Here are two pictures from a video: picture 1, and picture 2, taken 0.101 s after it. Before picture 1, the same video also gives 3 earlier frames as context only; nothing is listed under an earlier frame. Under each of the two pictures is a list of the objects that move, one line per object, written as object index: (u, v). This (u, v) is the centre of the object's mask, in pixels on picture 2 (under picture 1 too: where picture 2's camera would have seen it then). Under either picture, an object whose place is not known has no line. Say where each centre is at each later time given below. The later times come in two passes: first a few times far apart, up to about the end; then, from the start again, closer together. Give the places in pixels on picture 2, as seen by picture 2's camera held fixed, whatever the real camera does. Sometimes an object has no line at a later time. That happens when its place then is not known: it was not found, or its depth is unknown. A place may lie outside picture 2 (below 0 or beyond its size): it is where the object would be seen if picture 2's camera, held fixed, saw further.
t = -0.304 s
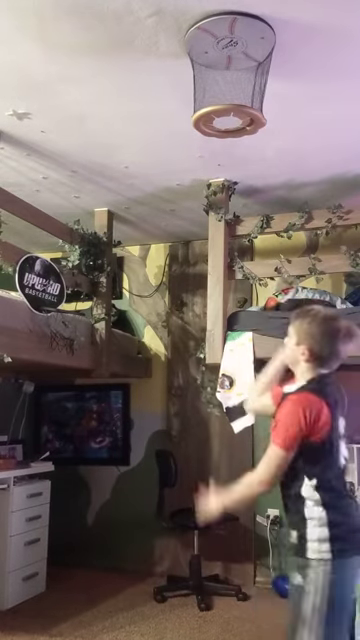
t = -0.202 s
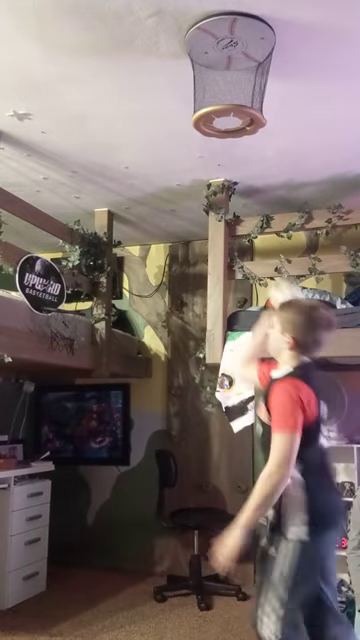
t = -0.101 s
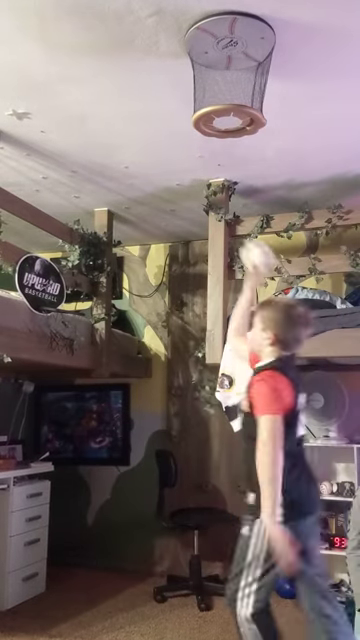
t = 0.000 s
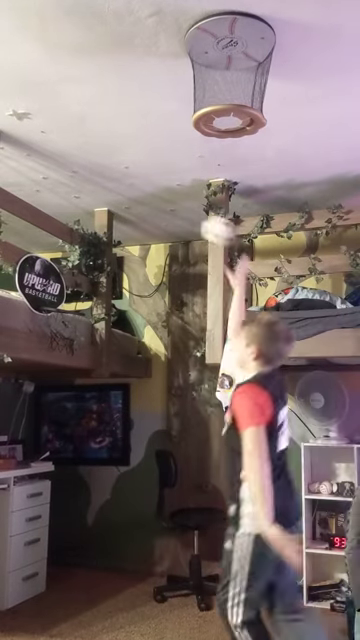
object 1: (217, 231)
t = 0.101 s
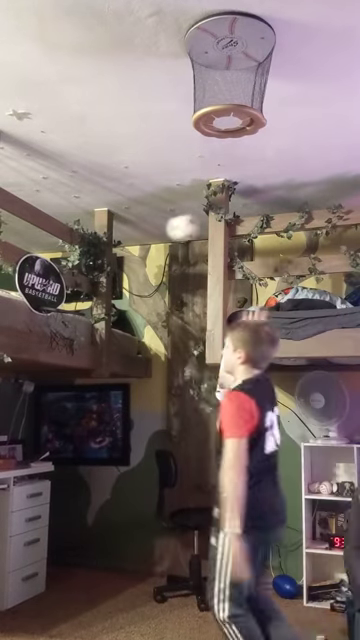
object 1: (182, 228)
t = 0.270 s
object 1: (129, 262)
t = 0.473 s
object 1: (76, 365)
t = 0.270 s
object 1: (129, 262)
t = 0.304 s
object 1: (120, 276)
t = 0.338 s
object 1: (109, 291)
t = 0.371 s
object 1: (101, 307)
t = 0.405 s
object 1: (93, 326)
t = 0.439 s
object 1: (86, 342)
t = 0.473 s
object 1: (76, 365)
